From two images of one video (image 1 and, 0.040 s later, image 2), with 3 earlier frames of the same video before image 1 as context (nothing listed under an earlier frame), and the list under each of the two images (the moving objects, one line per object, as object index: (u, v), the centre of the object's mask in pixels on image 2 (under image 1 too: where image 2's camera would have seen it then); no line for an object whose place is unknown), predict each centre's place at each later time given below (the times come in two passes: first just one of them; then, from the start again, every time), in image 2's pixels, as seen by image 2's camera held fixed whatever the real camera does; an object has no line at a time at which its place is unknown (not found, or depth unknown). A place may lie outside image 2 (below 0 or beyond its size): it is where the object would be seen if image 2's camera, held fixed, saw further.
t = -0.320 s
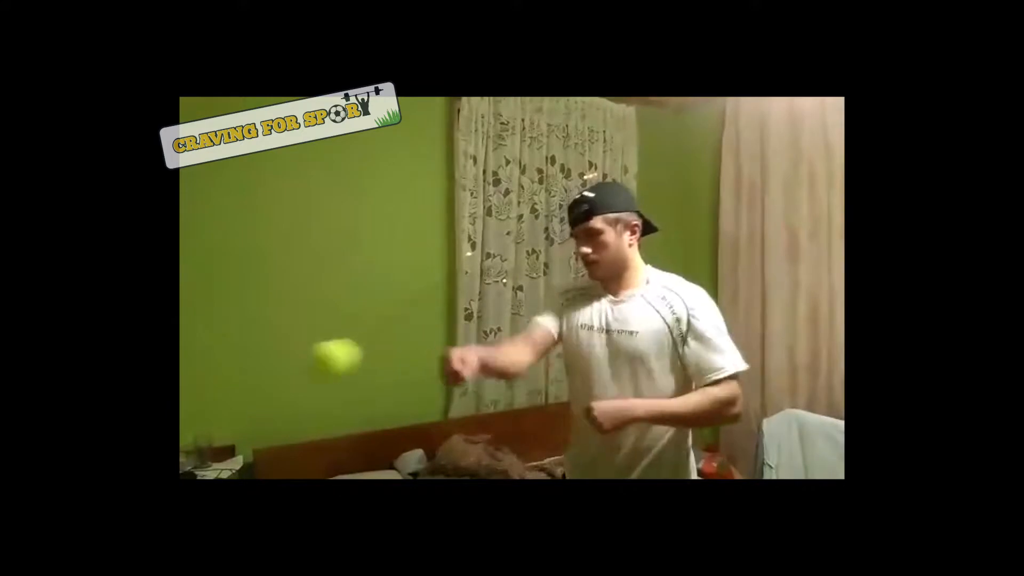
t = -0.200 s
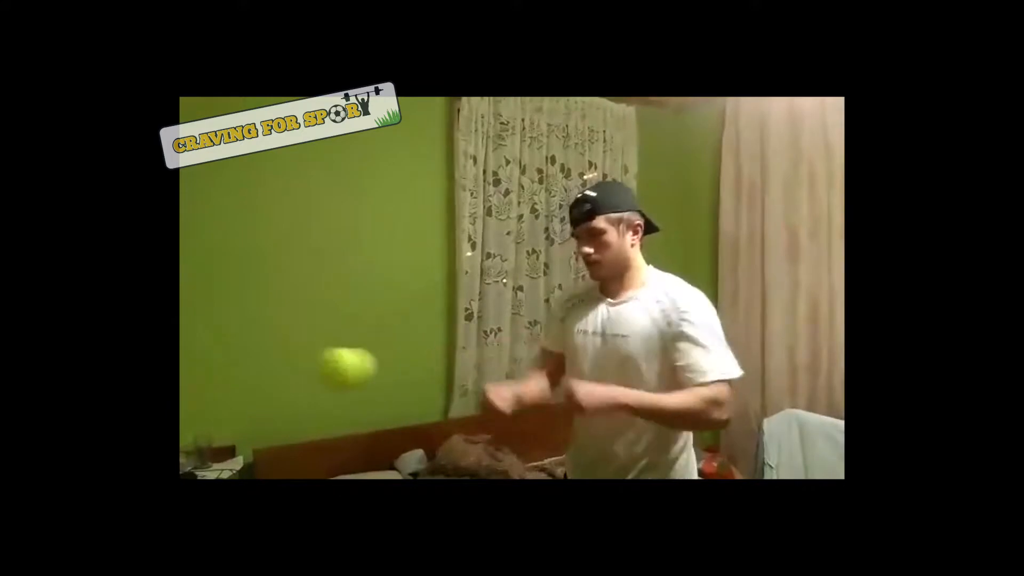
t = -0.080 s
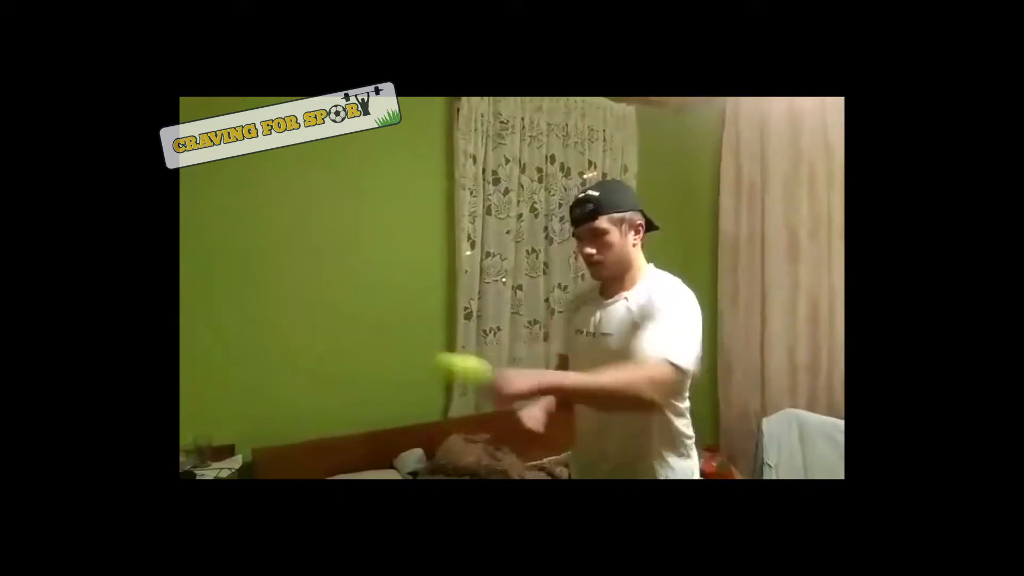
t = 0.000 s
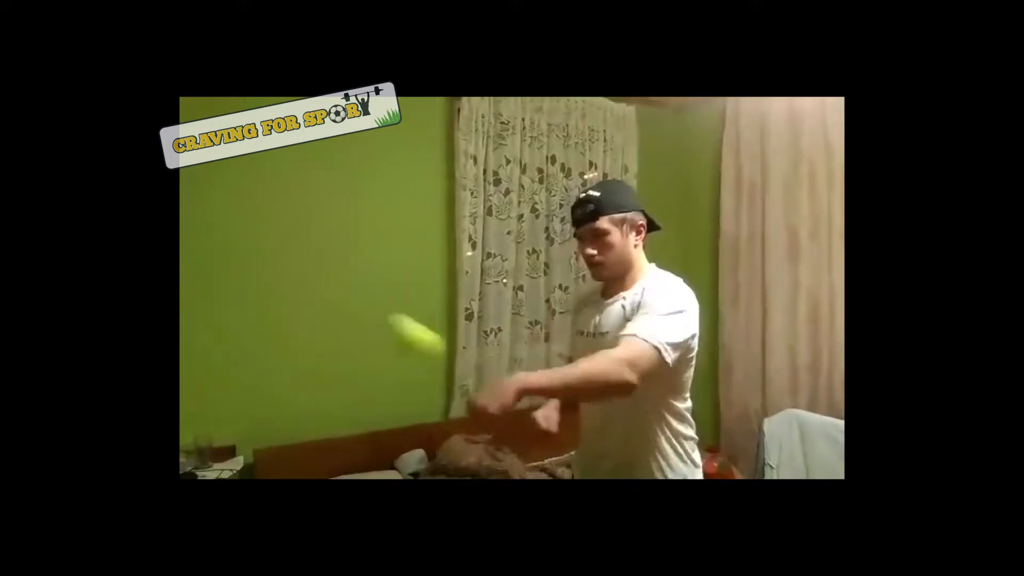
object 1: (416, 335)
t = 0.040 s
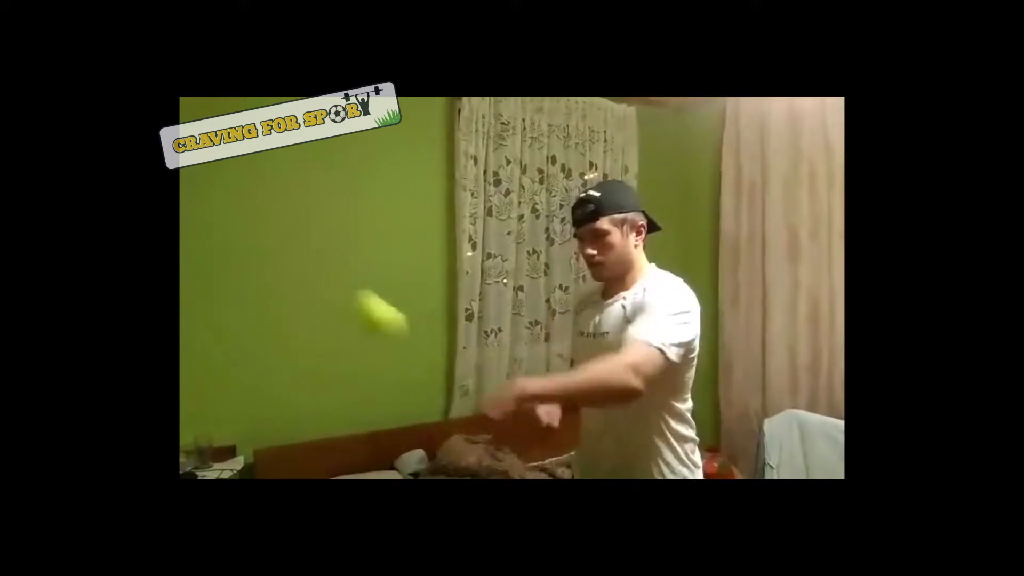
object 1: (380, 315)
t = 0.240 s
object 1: (367, 254)
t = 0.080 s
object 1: (350, 294)
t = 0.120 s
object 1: (334, 276)
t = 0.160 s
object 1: (333, 263)
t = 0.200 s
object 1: (344, 256)
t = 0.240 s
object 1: (367, 254)
